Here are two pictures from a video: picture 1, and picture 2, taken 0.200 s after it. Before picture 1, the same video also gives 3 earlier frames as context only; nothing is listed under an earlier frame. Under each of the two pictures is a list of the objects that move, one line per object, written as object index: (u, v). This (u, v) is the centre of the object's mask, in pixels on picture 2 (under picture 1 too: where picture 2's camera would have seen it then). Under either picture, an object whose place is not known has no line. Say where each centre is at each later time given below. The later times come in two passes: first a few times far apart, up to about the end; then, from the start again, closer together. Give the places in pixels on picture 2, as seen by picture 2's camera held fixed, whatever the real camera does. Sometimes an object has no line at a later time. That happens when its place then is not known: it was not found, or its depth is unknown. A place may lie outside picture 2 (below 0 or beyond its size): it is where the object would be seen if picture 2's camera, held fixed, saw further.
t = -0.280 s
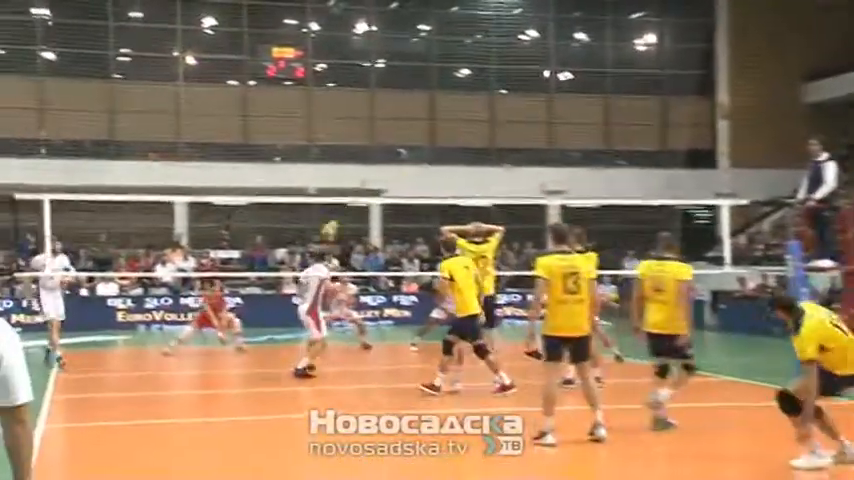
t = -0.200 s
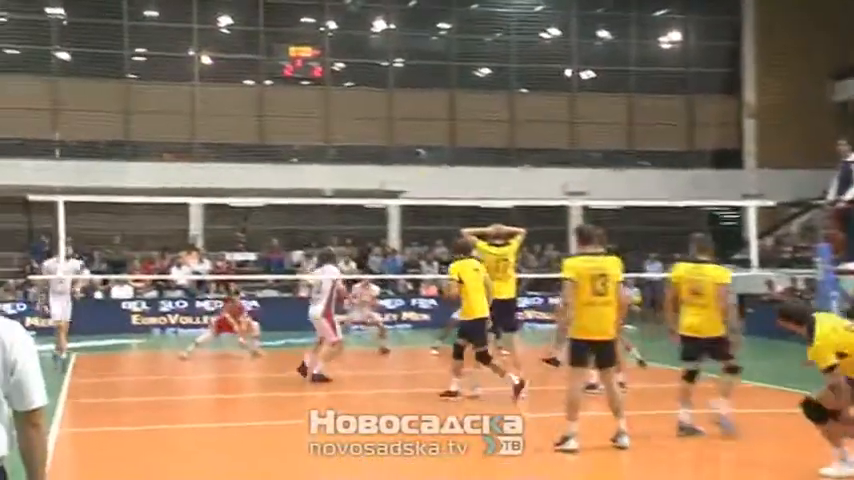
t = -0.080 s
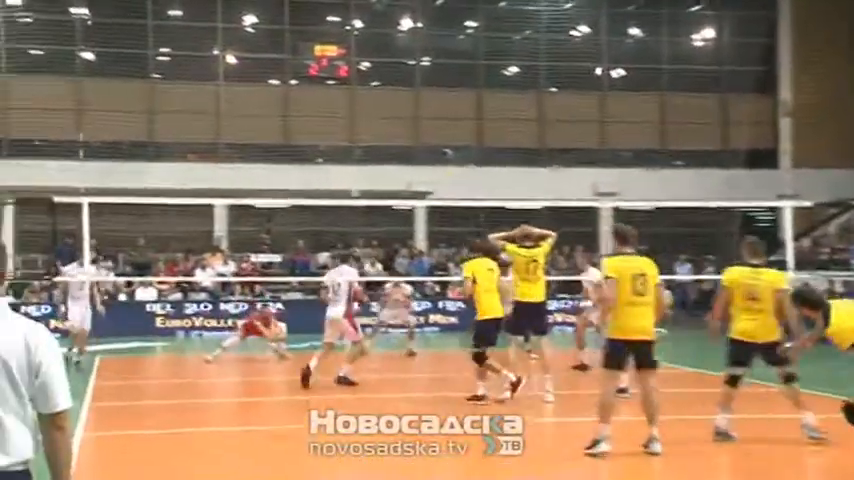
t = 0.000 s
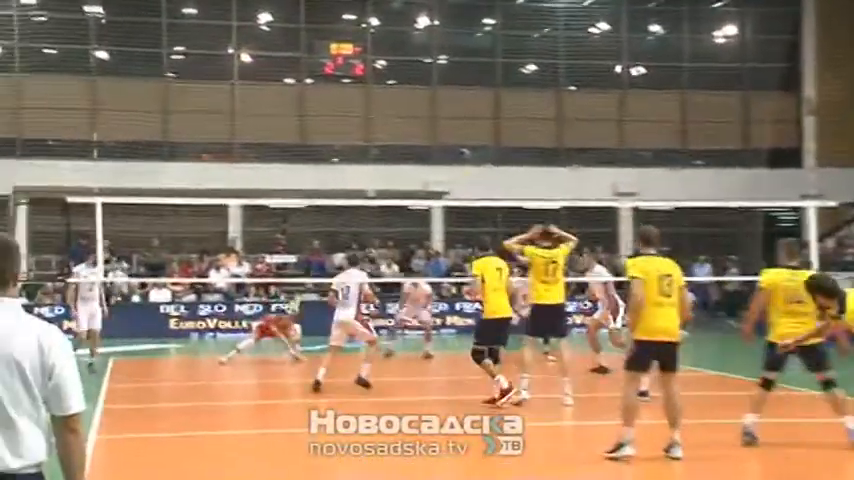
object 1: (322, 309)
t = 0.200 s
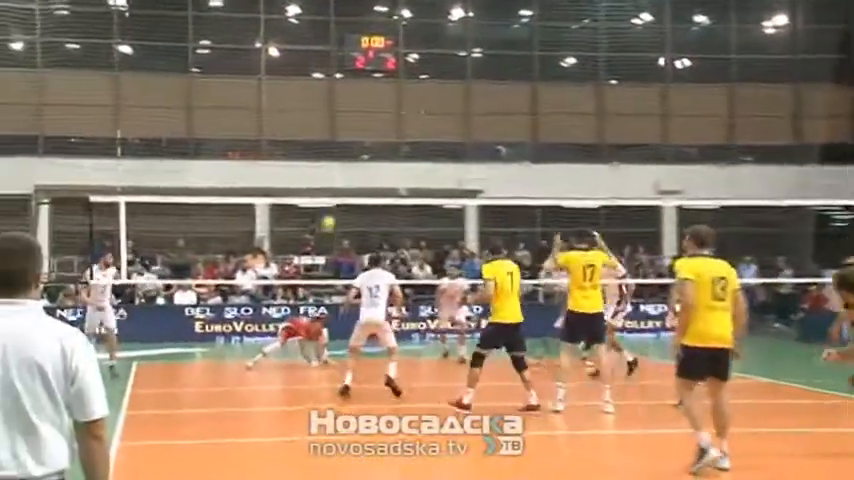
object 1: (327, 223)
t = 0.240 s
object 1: (329, 209)
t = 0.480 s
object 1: (333, 139)
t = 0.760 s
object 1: (338, 99)
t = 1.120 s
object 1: (343, 122)
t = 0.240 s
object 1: (329, 209)
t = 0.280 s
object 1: (331, 194)
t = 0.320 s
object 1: (330, 182)
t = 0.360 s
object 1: (331, 170)
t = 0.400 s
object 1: (332, 157)
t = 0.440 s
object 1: (332, 149)
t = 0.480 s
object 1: (333, 139)
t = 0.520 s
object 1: (333, 130)
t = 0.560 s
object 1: (334, 123)
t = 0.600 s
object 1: (335, 116)
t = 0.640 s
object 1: (336, 110)
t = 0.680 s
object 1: (336, 105)
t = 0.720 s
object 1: (337, 100)
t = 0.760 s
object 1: (338, 99)
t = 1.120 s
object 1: (343, 122)
